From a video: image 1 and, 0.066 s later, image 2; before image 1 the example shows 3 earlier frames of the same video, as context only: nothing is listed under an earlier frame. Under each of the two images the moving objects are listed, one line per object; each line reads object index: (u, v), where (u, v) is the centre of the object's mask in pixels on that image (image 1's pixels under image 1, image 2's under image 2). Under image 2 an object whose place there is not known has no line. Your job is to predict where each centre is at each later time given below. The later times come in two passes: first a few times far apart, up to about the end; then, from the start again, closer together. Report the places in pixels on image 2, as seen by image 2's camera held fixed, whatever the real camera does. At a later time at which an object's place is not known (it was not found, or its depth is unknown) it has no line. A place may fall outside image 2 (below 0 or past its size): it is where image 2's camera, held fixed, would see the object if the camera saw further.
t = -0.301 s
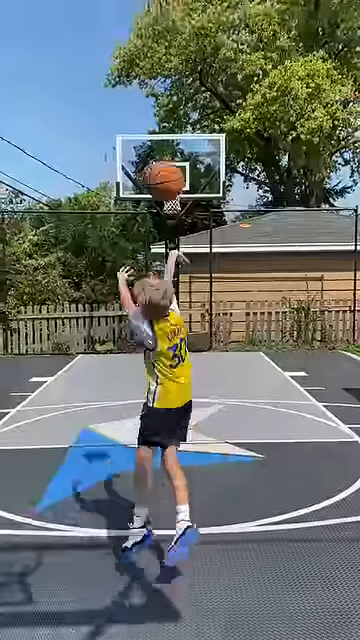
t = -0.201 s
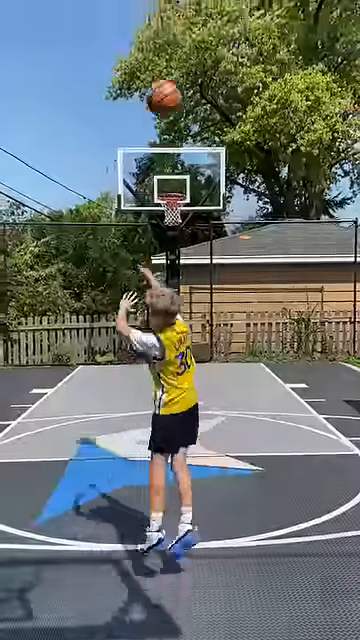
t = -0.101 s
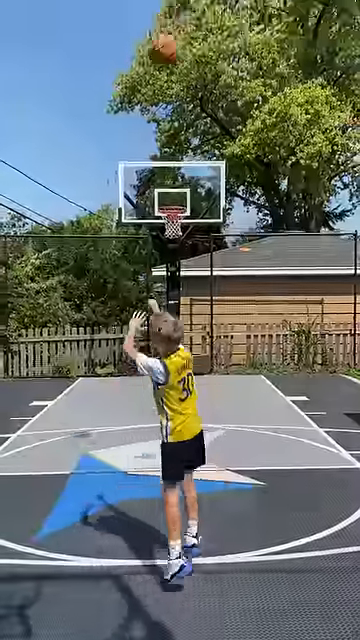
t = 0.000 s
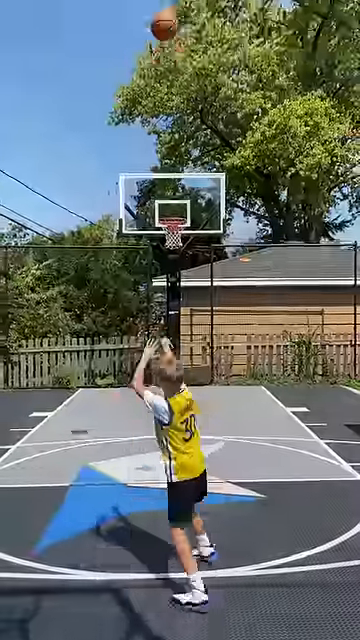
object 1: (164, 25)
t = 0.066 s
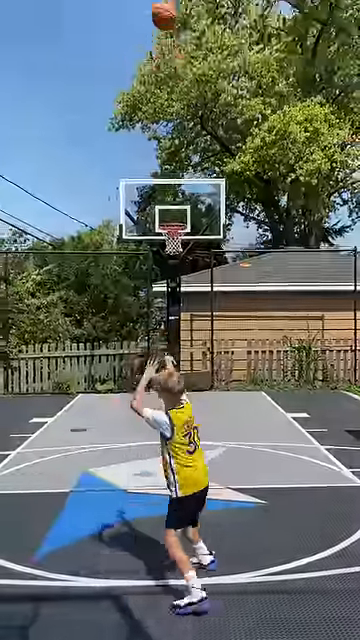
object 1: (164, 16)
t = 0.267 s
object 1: (165, 0)
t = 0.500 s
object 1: (166, 26)
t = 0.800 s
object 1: (167, 99)
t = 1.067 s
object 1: (167, 198)
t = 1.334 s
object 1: (177, 235)
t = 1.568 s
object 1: (175, 239)
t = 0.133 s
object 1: (165, 6)
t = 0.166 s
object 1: (166, 4)
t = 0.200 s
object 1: (165, 2)
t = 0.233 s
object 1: (165, 0)
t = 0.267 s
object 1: (165, 0)
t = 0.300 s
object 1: (166, 0)
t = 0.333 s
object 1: (166, 4)
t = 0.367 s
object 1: (166, 7)
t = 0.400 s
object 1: (166, 11)
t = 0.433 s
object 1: (166, 16)
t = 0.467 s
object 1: (166, 22)
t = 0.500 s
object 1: (166, 26)
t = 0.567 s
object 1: (166, 40)
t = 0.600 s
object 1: (166, 48)
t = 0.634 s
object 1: (166, 56)
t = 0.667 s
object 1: (165, 65)
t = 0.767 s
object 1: (166, 91)
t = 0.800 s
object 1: (167, 99)
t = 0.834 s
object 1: (166, 111)
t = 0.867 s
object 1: (166, 123)
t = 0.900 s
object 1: (167, 133)
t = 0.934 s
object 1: (168, 146)
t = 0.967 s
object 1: (167, 158)
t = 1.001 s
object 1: (167, 171)
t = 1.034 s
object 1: (168, 185)
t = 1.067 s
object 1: (167, 198)
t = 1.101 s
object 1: (169, 212)
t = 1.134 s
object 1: (168, 225)
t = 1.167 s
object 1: (172, 229)
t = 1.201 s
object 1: (181, 238)
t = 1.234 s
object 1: (178, 237)
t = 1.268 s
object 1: (178, 239)
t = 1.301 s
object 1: (178, 236)
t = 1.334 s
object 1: (177, 235)
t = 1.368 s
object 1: (177, 235)
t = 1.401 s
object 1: (177, 233)
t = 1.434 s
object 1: (177, 234)
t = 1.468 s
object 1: (176, 234)
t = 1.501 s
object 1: (176, 236)
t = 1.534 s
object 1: (176, 238)
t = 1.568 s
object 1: (175, 239)
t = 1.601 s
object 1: (174, 241)
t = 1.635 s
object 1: (174, 247)
